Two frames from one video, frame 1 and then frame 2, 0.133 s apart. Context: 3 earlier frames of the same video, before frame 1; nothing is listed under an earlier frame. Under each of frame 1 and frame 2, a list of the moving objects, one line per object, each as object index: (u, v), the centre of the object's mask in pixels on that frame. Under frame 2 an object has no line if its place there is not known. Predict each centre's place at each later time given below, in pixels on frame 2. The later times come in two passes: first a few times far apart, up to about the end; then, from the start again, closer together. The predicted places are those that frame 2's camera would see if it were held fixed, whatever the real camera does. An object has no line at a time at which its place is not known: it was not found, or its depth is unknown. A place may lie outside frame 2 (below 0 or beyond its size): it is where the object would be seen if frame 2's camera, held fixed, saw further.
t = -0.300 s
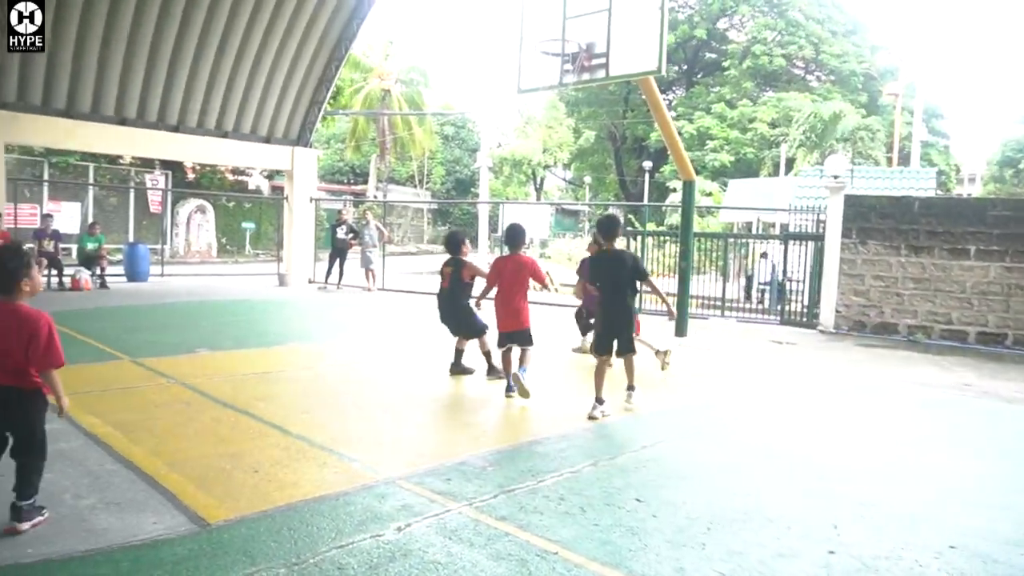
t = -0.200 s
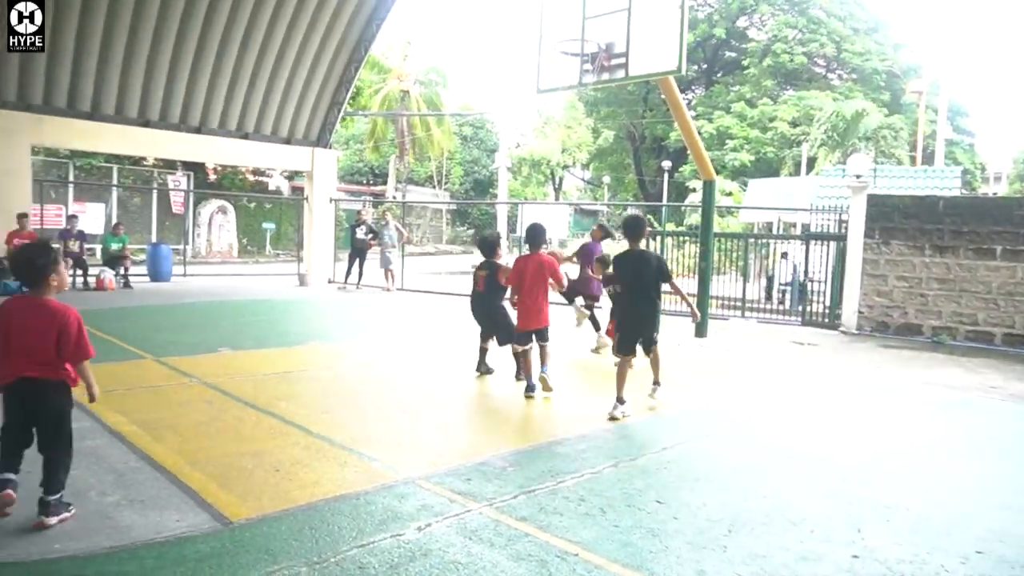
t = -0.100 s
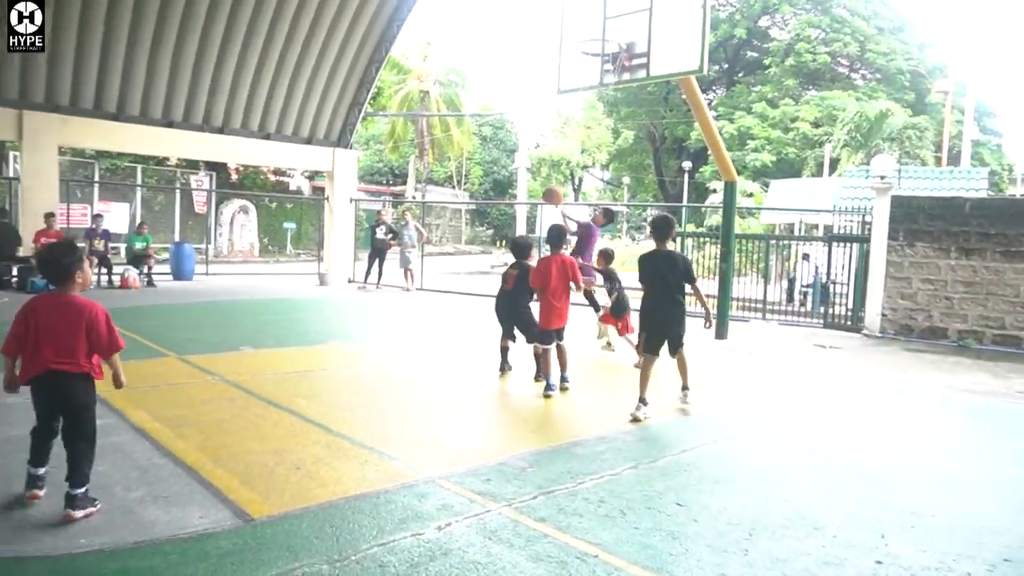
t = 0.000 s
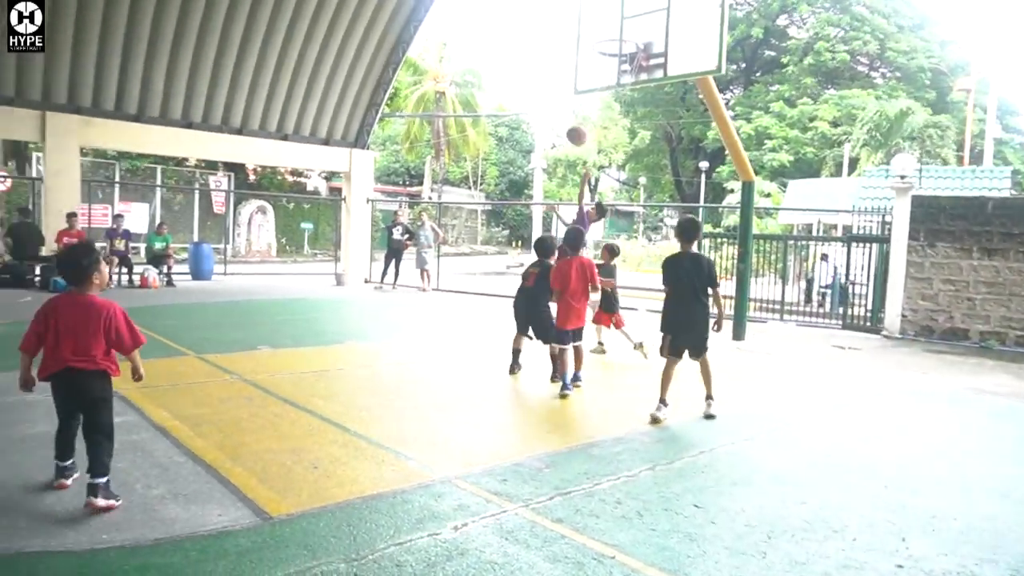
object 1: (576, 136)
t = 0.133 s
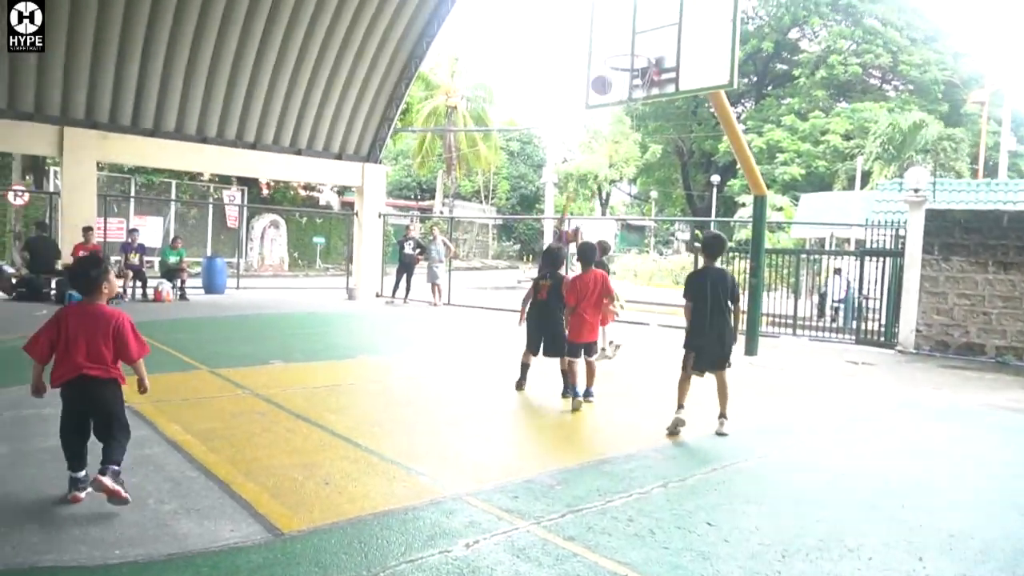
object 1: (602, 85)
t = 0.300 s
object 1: (614, 34)
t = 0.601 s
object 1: (626, 19)
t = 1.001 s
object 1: (633, 108)
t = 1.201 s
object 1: (622, 173)
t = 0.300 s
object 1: (614, 34)
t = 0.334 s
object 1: (615, 28)
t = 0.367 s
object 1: (617, 23)
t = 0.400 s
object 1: (618, 20)
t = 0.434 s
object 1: (619, 17)
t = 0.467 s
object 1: (621, 16)
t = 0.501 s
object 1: (622, 15)
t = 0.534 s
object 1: (624, 15)
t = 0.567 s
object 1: (625, 16)
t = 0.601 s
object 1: (626, 19)
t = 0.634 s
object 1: (627, 22)
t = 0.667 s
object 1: (628, 26)
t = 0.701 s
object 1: (630, 32)
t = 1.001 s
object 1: (633, 108)
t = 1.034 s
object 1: (631, 115)
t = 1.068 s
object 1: (629, 125)
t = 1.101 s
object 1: (627, 135)
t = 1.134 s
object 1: (625, 147)
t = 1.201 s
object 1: (622, 173)
